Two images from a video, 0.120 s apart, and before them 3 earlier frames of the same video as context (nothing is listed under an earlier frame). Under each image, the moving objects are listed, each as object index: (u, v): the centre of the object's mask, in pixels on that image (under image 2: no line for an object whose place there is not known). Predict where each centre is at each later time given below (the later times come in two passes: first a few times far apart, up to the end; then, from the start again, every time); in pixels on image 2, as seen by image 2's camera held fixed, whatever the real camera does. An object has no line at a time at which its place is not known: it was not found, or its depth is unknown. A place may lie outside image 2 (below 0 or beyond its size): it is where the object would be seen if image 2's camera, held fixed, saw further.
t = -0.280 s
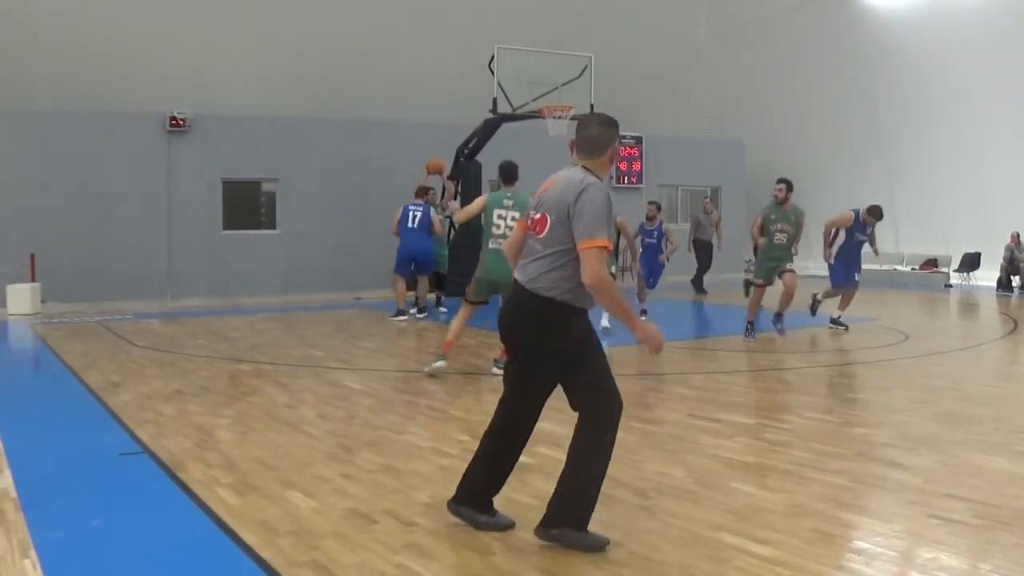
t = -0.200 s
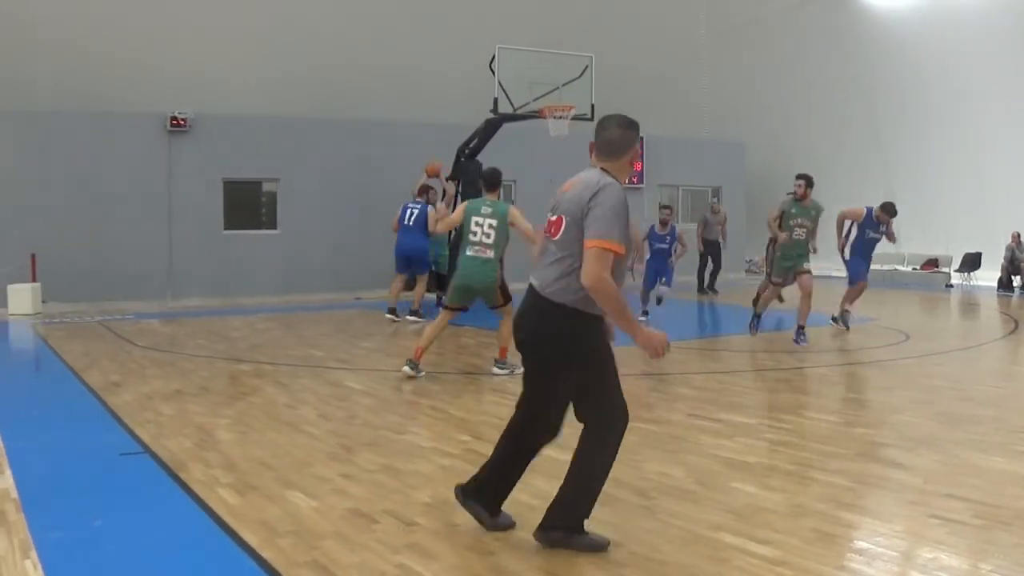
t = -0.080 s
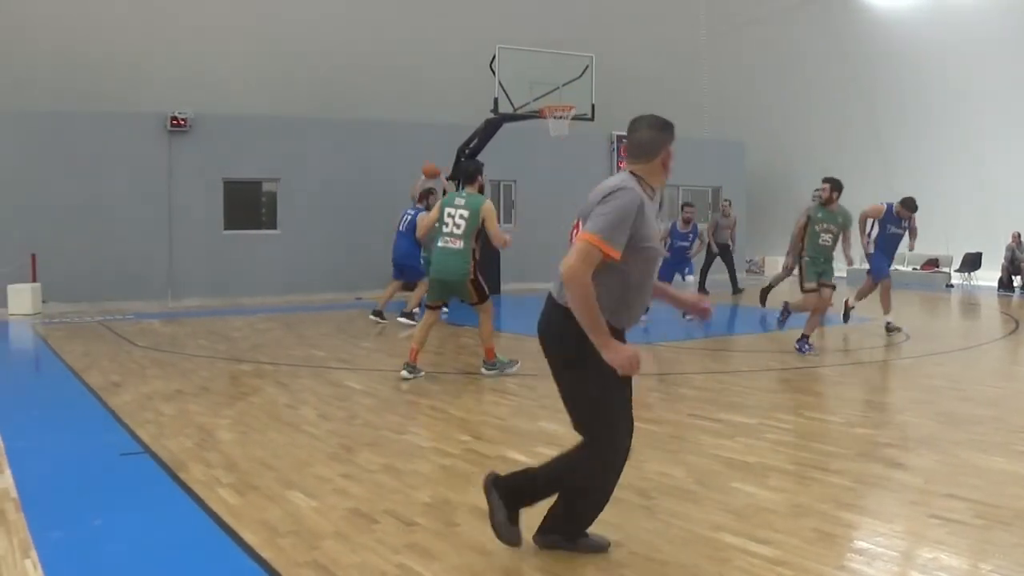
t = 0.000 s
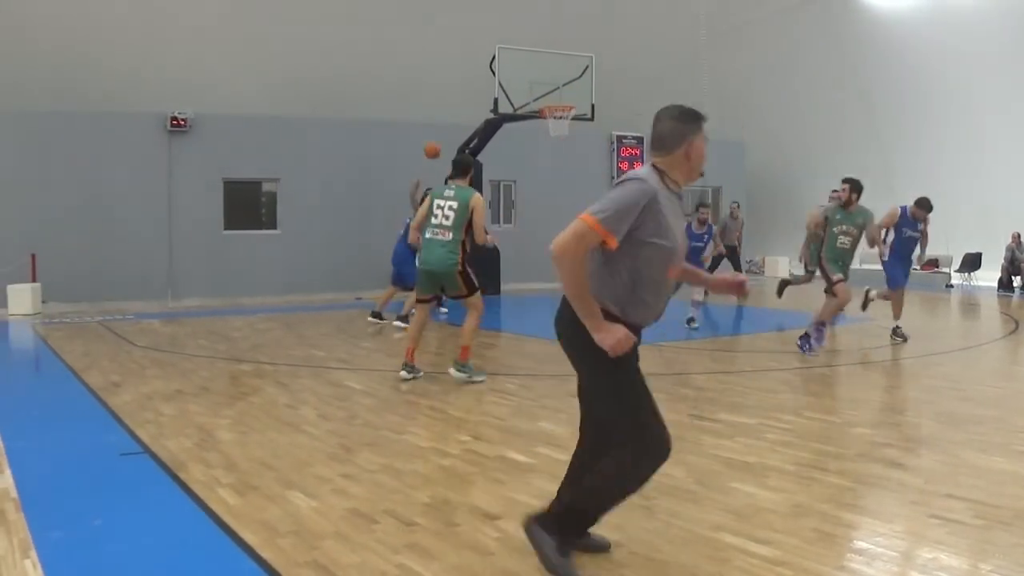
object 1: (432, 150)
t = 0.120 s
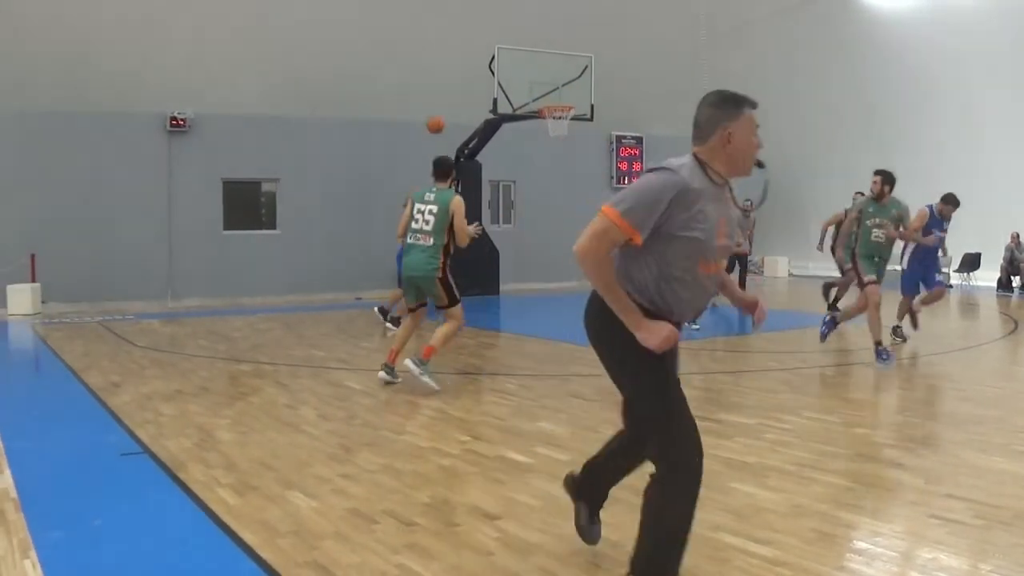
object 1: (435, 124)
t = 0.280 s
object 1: (440, 104)
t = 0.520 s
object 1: (452, 114)
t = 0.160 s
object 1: (436, 118)
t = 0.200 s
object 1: (437, 112)
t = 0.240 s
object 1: (439, 108)
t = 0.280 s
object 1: (440, 104)
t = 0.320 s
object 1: (442, 102)
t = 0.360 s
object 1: (444, 101)
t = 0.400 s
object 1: (446, 102)
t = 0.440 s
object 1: (447, 104)
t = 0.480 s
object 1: (449, 109)
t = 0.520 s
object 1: (452, 114)
